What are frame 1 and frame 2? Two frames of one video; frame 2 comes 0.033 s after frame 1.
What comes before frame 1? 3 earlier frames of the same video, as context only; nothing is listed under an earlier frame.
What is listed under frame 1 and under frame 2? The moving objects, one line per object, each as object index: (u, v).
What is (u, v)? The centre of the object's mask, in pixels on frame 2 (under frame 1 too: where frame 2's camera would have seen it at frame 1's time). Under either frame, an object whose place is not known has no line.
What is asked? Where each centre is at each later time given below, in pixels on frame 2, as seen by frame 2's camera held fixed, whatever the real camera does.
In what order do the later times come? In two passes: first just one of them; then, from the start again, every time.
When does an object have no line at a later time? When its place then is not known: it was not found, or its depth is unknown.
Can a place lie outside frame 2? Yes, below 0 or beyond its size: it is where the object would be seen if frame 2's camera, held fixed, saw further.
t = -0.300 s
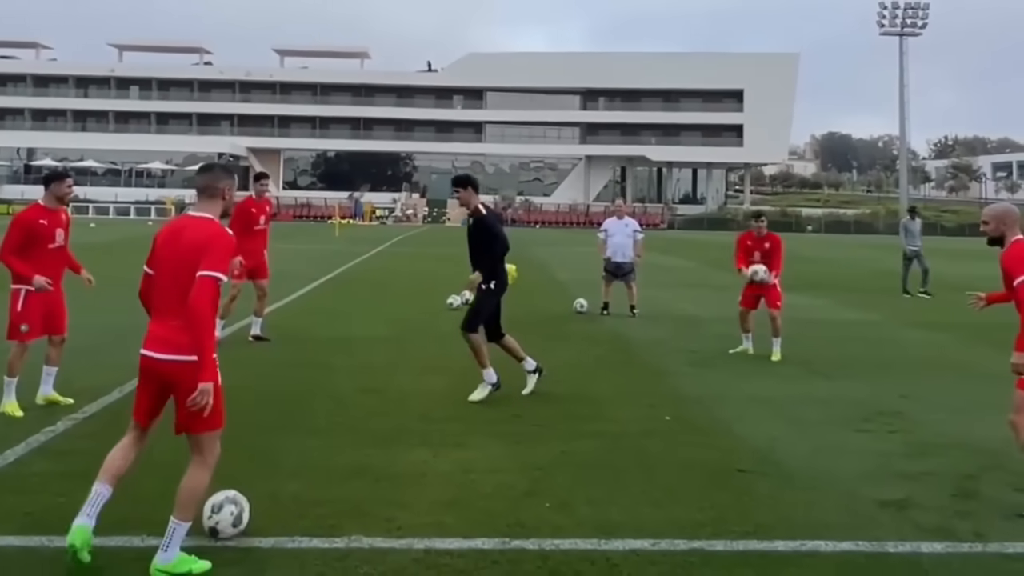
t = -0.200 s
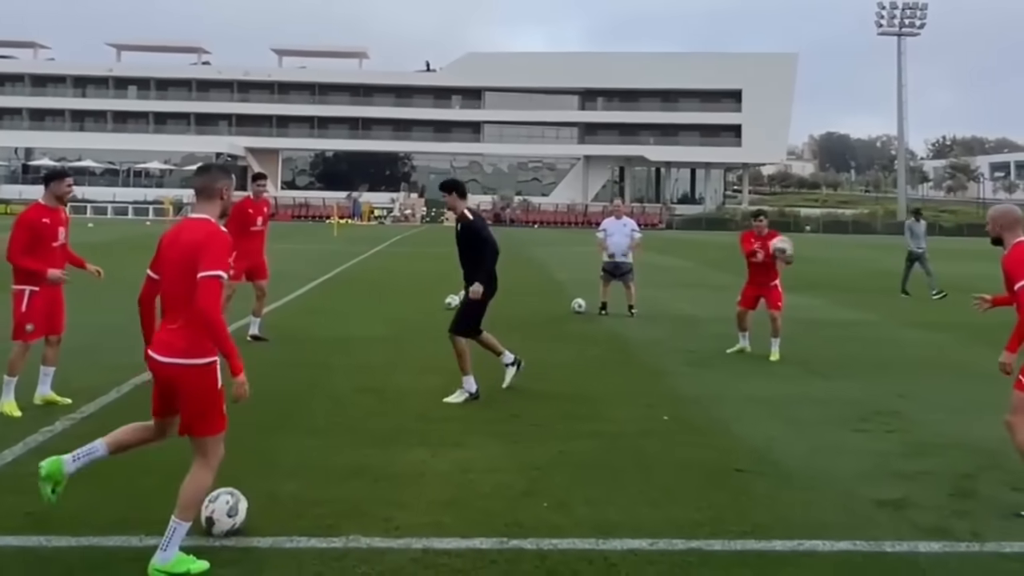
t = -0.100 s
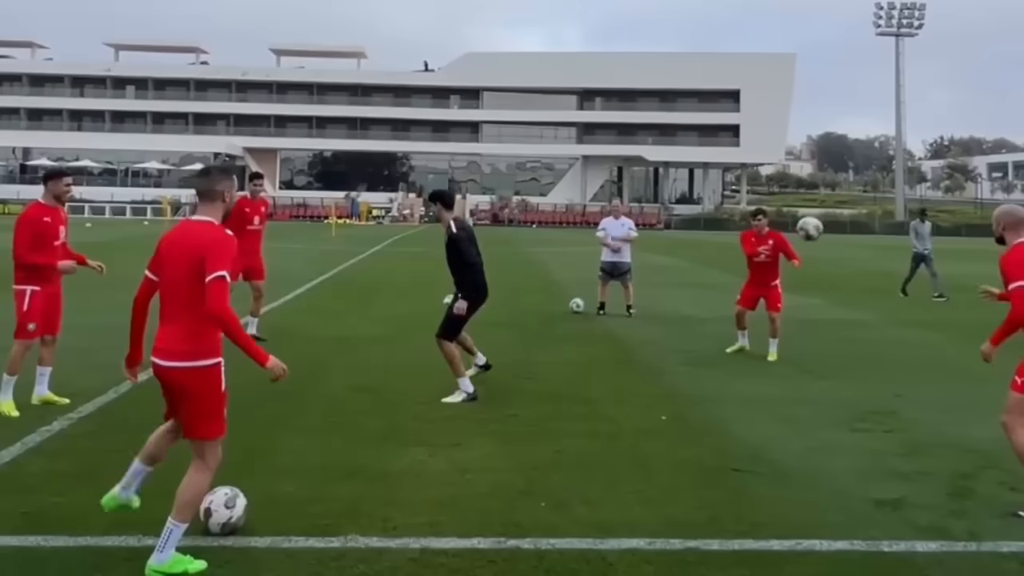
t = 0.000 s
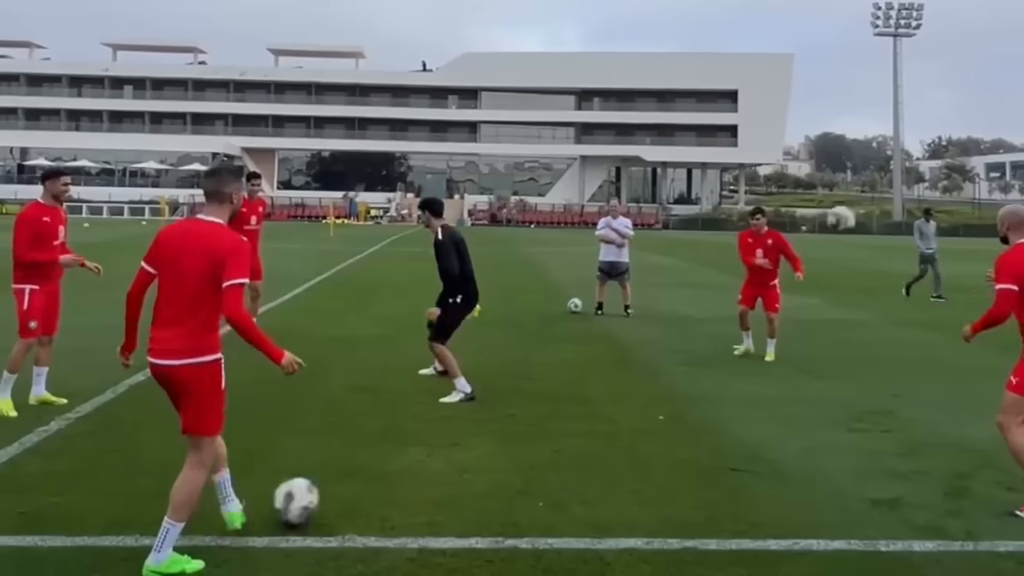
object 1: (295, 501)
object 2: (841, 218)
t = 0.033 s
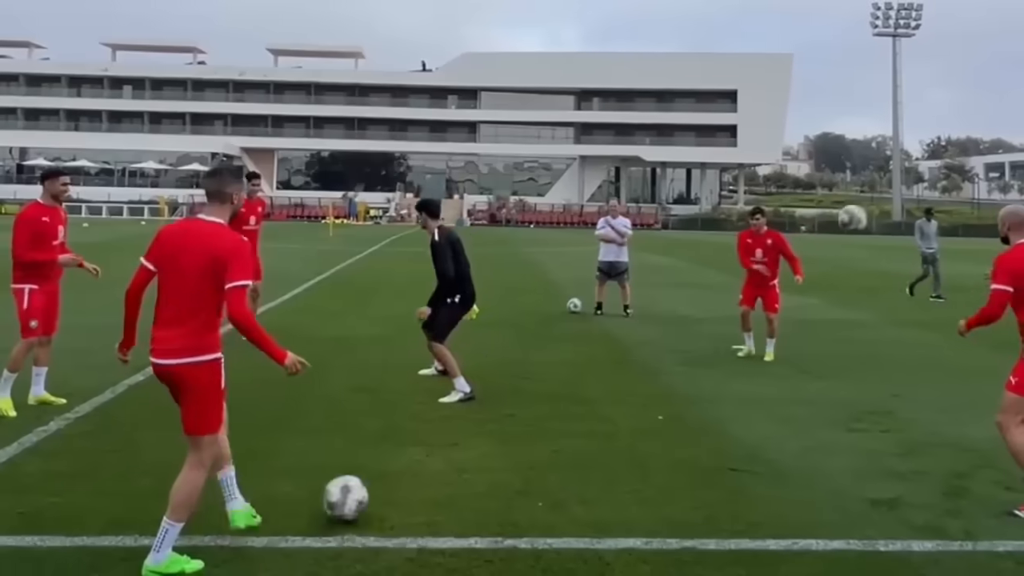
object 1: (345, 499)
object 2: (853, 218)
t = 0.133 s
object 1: (482, 490)
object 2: (893, 224)
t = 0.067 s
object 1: (393, 497)
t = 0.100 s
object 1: (440, 495)
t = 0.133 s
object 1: (482, 490)
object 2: (893, 224)
